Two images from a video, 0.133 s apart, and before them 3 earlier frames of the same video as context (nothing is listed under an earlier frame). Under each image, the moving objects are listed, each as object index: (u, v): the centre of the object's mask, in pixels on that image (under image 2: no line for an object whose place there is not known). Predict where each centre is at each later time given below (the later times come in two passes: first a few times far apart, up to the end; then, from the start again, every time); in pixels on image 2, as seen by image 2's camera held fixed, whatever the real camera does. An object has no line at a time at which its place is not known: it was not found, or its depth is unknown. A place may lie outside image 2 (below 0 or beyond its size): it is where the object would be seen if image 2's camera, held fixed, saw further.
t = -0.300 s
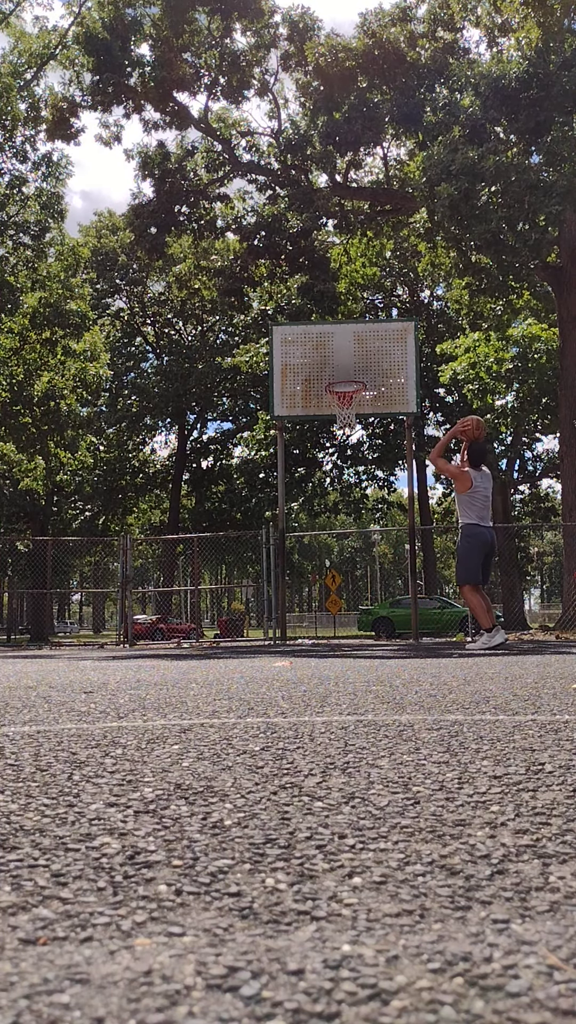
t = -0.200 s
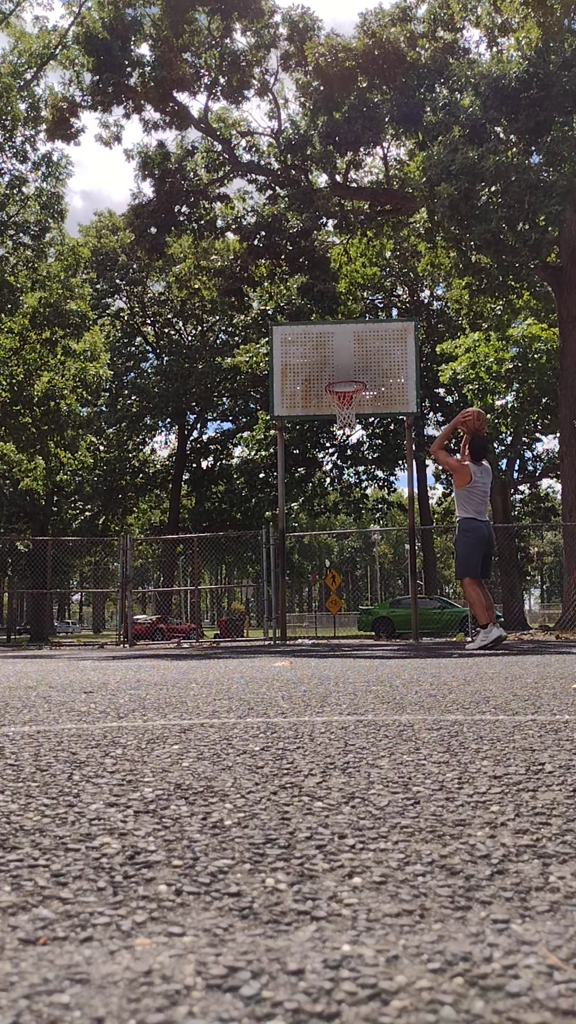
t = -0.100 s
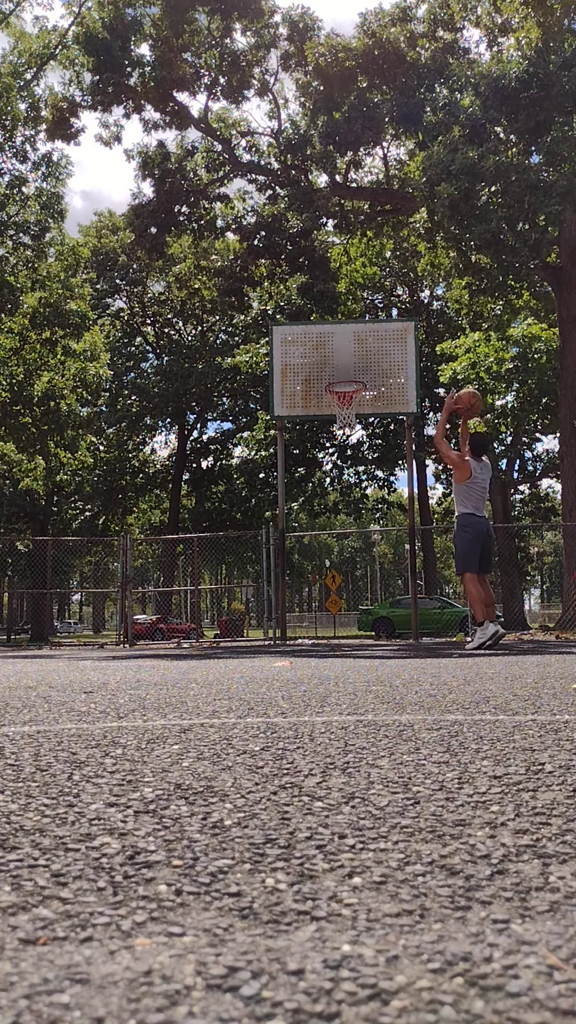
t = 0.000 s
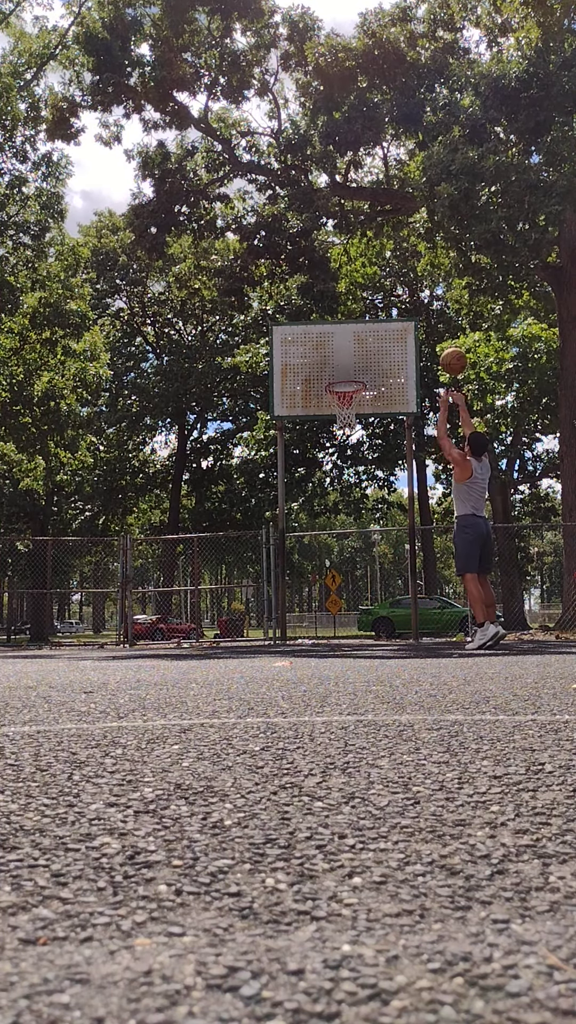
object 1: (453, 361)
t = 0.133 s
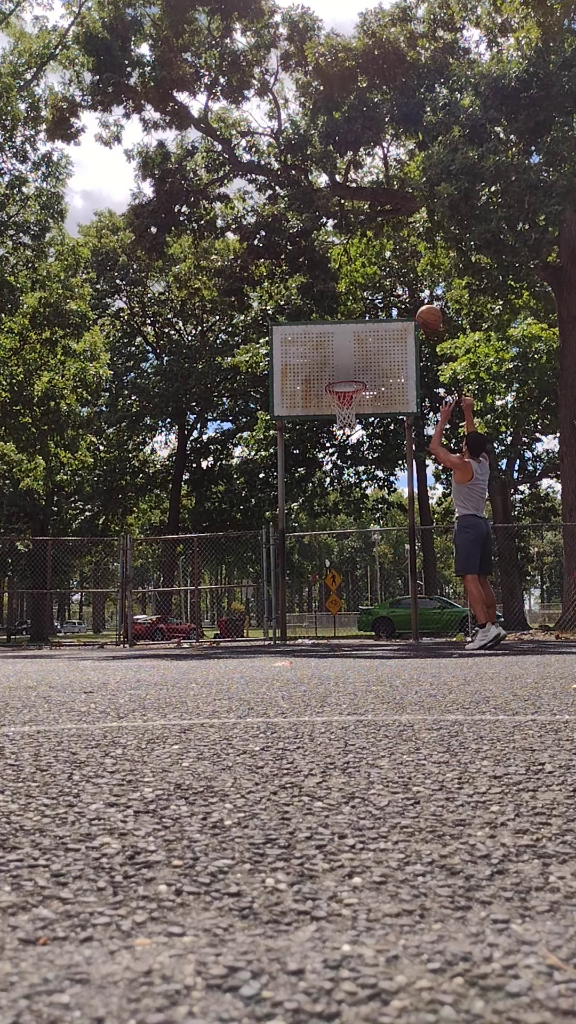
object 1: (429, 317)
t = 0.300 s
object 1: (401, 294)
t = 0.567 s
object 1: (365, 309)
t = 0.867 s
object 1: (335, 379)
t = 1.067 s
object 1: (352, 393)
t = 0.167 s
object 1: (423, 310)
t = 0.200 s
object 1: (418, 304)
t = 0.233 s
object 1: (412, 301)
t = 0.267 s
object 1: (407, 296)
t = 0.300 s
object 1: (401, 294)
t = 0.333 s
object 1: (397, 293)
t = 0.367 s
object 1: (392, 292)
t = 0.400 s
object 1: (387, 292)
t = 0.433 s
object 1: (382, 294)
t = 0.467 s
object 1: (378, 296)
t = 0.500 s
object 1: (374, 300)
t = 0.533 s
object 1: (369, 303)
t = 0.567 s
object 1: (365, 309)
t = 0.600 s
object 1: (361, 314)
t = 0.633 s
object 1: (357, 321)
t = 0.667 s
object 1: (353, 329)
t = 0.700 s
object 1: (349, 338)
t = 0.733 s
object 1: (346, 347)
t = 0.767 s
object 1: (342, 357)
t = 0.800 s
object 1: (338, 367)
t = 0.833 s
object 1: (334, 377)
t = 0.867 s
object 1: (335, 379)
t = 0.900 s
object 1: (341, 387)
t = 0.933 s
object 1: (347, 390)
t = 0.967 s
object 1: (350, 391)
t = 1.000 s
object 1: (354, 392)
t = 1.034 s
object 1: (354, 392)
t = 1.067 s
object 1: (352, 393)
